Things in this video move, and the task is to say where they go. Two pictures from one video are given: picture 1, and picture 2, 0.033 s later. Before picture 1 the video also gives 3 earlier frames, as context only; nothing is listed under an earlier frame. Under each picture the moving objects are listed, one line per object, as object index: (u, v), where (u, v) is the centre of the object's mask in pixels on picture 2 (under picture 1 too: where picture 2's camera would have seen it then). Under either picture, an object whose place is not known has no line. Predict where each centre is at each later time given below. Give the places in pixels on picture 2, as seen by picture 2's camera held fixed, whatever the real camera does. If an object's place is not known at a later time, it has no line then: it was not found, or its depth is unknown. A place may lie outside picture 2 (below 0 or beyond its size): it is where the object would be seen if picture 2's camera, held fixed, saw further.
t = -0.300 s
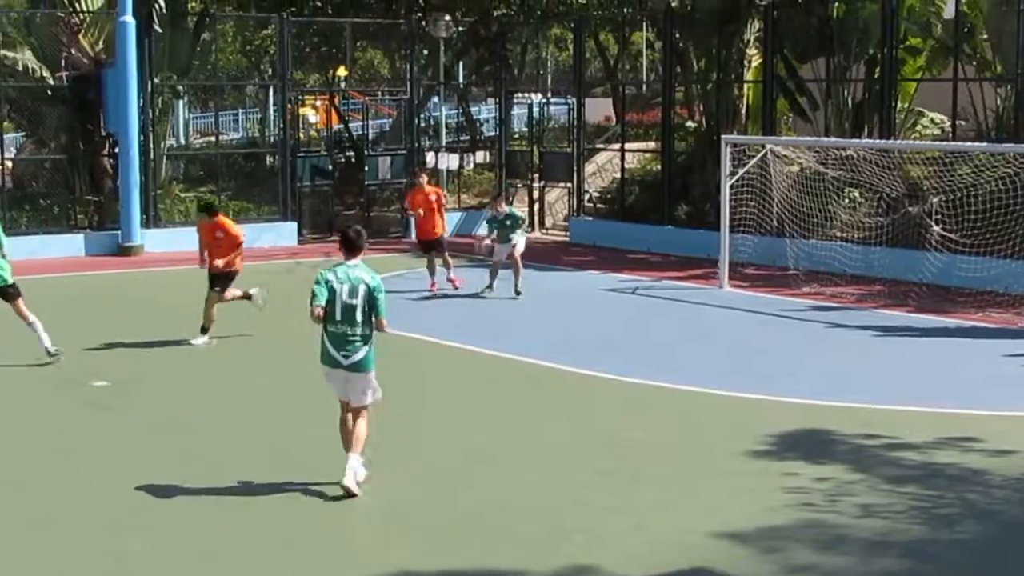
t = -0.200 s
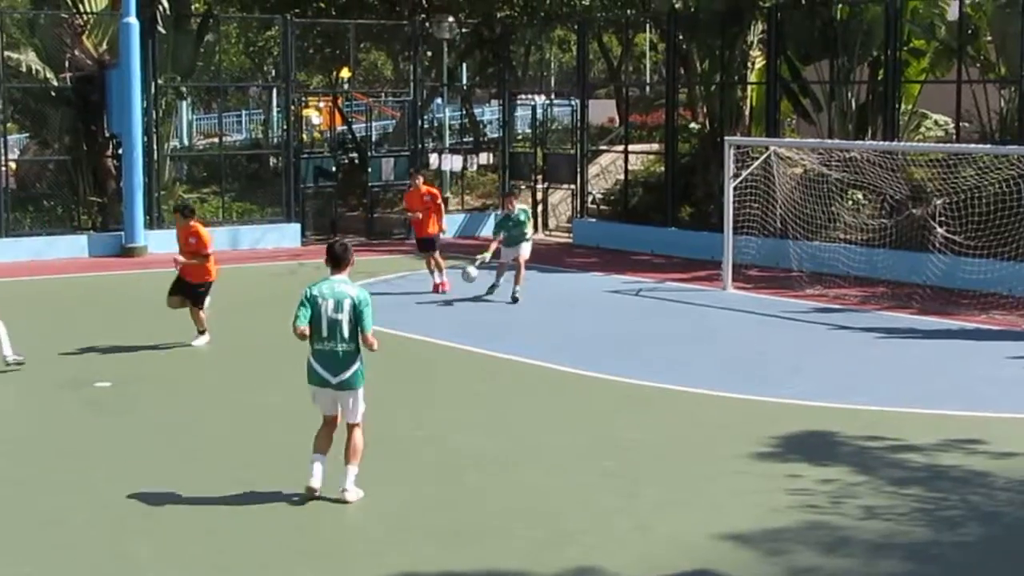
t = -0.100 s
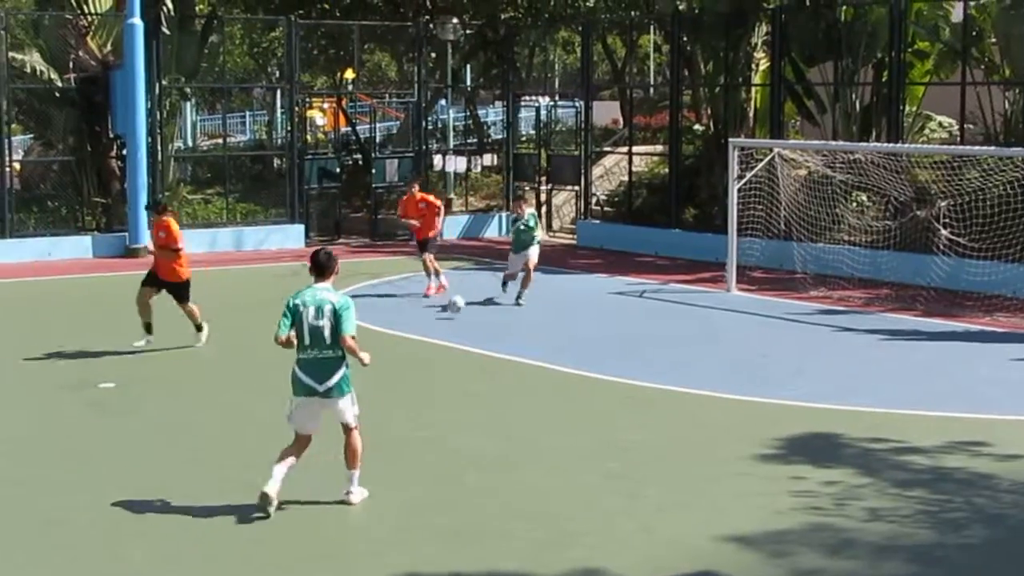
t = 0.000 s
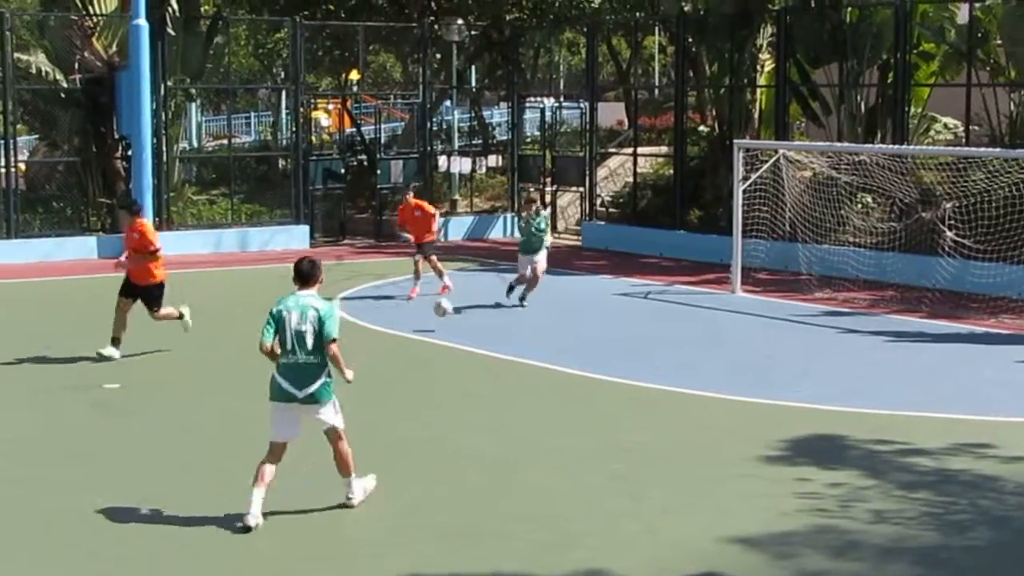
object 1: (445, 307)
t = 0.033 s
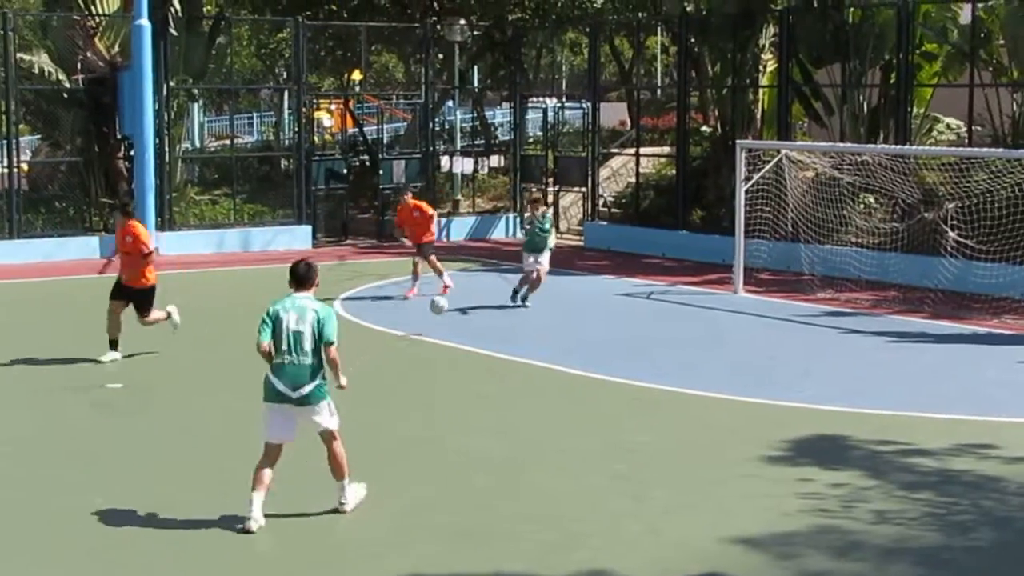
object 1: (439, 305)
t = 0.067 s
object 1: (433, 304)
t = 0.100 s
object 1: (426, 303)
